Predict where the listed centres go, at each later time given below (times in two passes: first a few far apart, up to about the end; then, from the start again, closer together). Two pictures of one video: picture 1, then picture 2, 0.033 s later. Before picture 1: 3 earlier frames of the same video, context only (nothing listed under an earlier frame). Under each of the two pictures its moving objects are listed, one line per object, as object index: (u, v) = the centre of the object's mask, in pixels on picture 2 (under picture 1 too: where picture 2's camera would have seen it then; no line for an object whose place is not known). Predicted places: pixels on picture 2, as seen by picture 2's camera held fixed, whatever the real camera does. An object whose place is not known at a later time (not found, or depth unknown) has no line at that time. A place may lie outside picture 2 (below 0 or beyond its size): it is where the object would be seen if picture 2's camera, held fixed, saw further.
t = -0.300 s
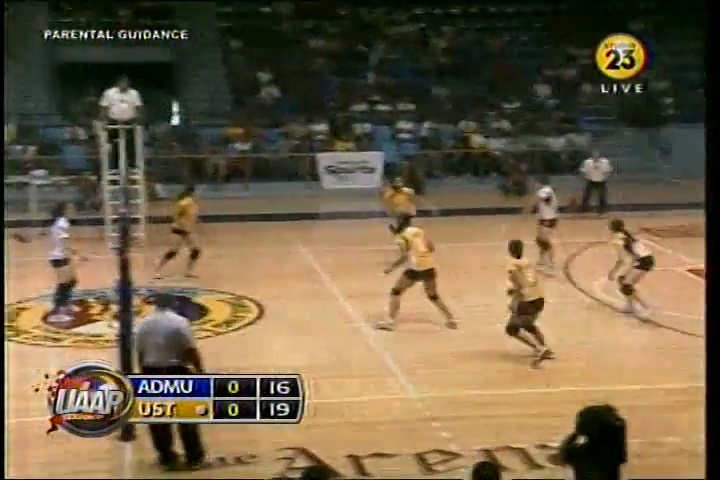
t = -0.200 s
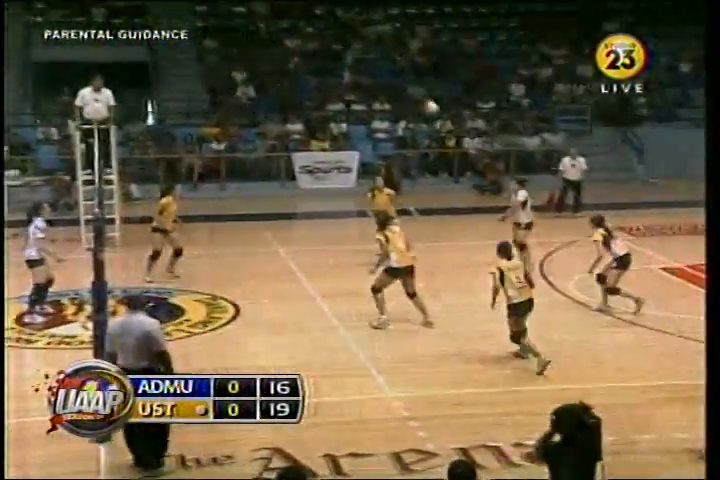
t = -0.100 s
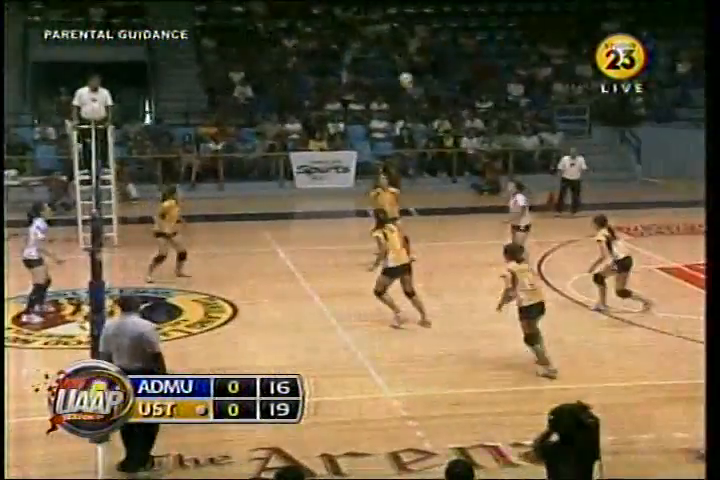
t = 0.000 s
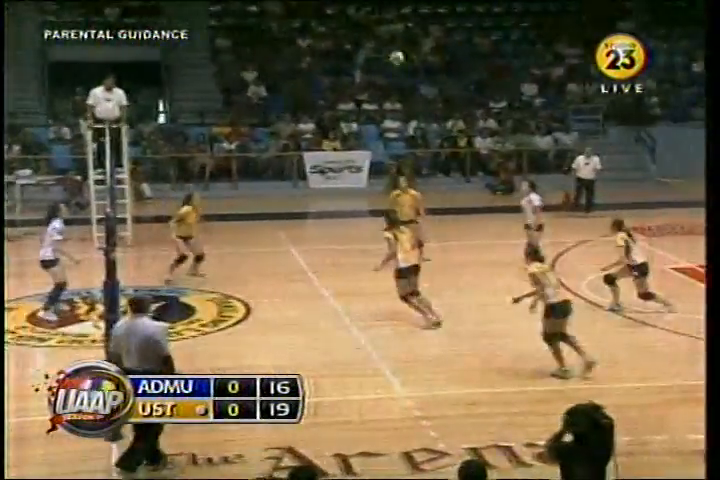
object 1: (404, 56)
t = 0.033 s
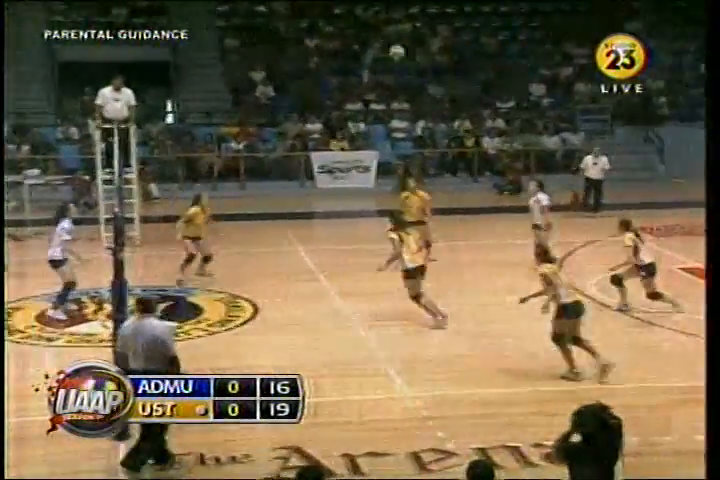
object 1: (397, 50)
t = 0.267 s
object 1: (344, 28)
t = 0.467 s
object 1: (297, 35)
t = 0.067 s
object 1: (390, 45)
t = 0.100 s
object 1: (382, 40)
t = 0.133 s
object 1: (376, 36)
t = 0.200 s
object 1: (359, 31)
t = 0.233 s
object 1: (352, 29)
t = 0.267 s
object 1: (344, 28)
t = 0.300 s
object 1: (336, 26)
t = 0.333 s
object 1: (329, 28)
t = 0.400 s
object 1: (312, 29)
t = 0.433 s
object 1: (305, 32)
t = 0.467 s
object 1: (297, 35)
